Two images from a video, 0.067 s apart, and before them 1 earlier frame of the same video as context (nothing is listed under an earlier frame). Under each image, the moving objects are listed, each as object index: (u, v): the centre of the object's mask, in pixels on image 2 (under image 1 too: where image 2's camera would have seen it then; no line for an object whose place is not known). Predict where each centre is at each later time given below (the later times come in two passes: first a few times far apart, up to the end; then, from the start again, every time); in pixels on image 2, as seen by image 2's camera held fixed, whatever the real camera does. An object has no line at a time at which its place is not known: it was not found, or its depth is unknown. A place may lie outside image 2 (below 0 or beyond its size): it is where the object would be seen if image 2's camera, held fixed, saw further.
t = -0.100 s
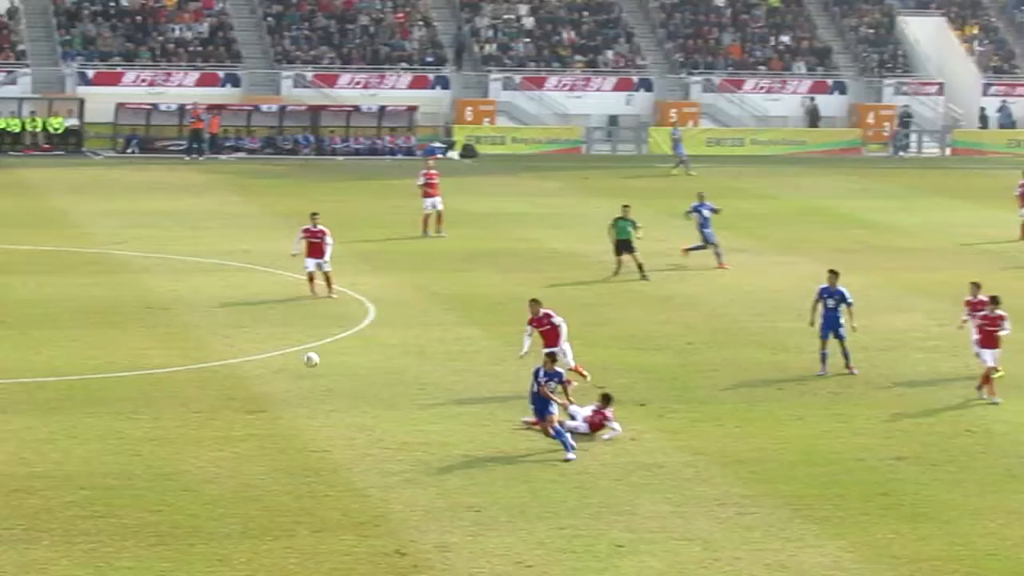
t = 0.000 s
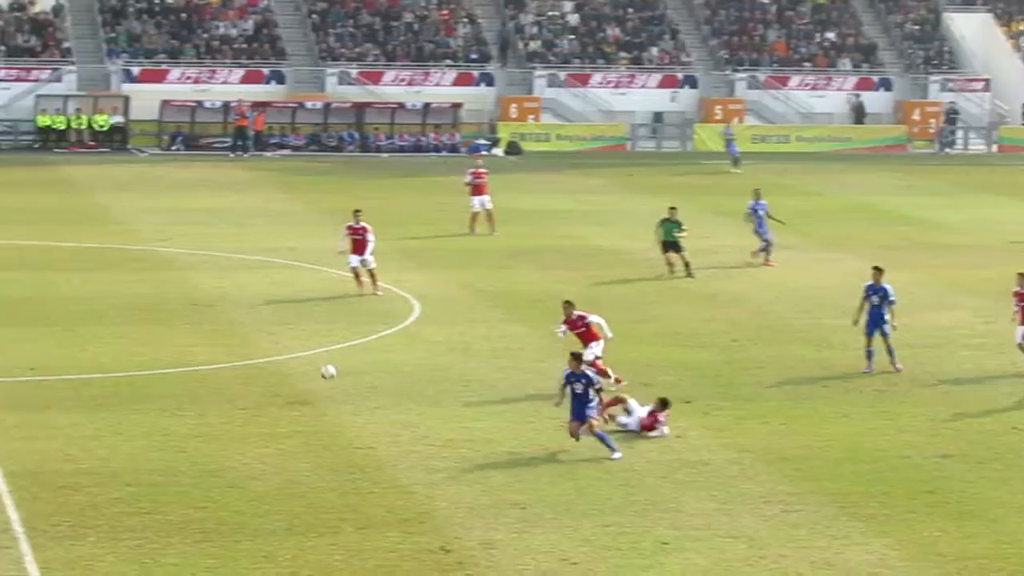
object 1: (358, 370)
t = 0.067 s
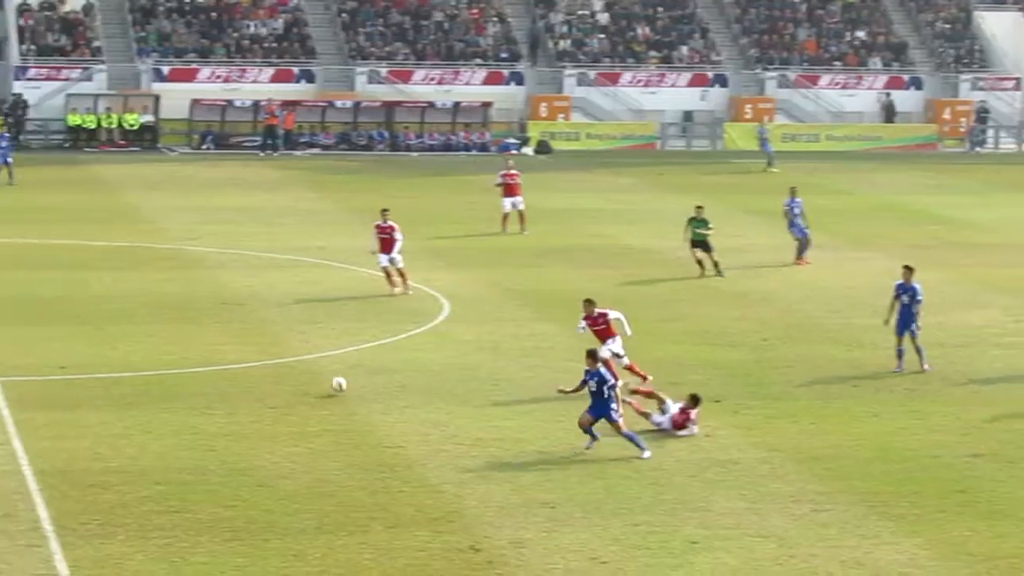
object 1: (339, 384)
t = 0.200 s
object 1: (314, 373)
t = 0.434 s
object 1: (273, 367)
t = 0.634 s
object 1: (240, 390)
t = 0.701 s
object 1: (229, 390)
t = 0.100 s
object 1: (331, 386)
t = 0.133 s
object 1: (325, 380)
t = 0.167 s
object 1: (319, 376)
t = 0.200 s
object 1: (314, 373)
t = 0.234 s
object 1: (308, 369)
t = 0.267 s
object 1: (302, 367)
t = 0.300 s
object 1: (296, 366)
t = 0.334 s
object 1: (291, 365)
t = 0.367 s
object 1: (285, 365)
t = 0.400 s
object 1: (279, 366)
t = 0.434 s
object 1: (273, 367)
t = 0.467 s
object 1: (268, 368)
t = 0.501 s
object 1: (262, 371)
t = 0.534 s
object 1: (257, 375)
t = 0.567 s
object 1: (251, 379)
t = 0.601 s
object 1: (245, 383)
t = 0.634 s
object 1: (240, 390)
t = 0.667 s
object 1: (234, 394)
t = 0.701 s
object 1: (229, 390)
